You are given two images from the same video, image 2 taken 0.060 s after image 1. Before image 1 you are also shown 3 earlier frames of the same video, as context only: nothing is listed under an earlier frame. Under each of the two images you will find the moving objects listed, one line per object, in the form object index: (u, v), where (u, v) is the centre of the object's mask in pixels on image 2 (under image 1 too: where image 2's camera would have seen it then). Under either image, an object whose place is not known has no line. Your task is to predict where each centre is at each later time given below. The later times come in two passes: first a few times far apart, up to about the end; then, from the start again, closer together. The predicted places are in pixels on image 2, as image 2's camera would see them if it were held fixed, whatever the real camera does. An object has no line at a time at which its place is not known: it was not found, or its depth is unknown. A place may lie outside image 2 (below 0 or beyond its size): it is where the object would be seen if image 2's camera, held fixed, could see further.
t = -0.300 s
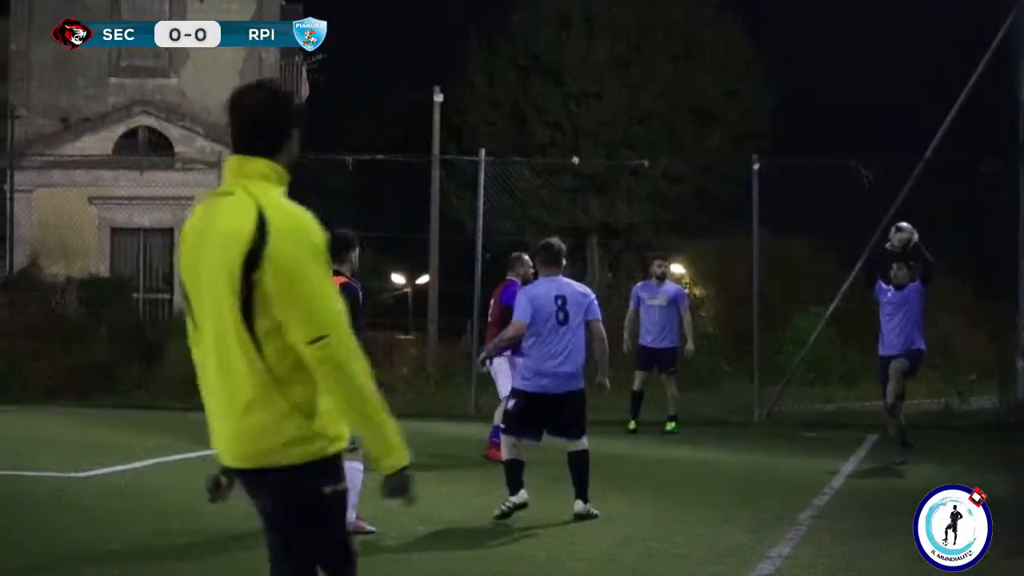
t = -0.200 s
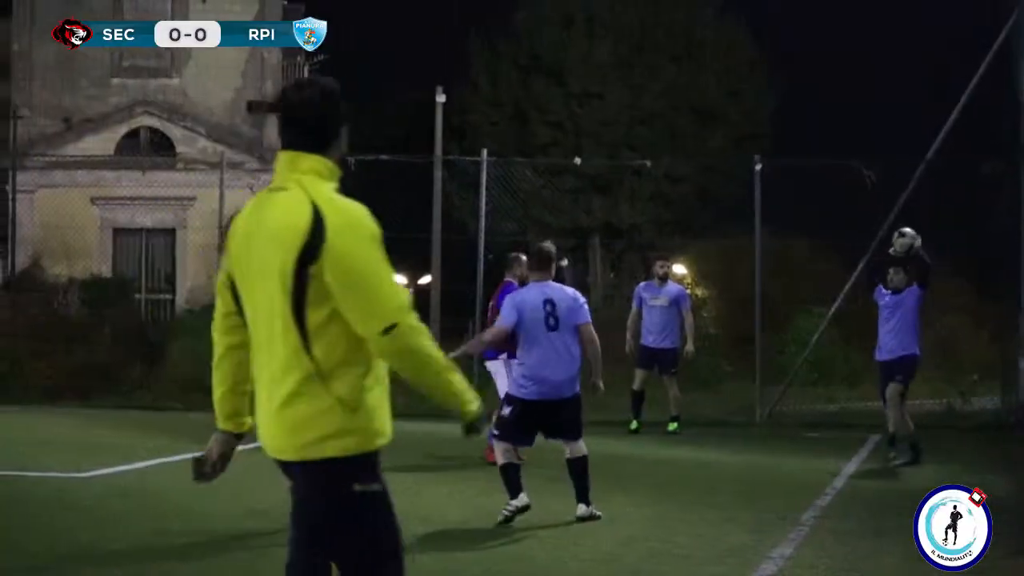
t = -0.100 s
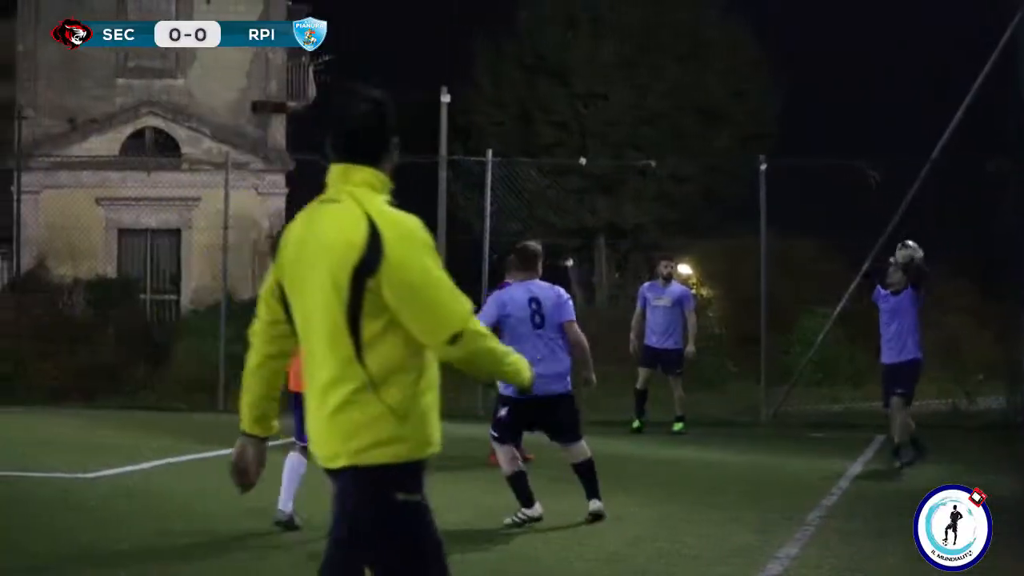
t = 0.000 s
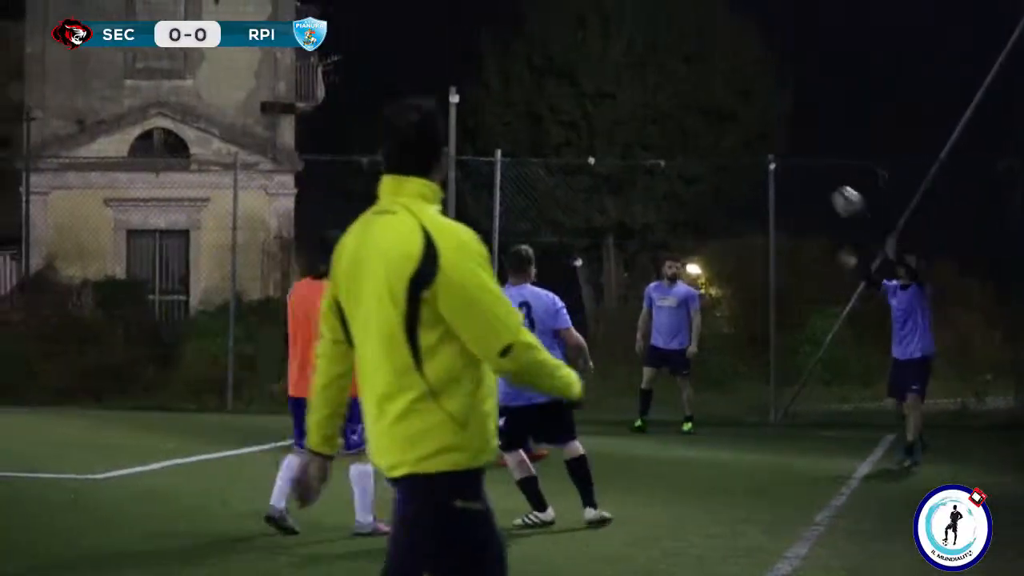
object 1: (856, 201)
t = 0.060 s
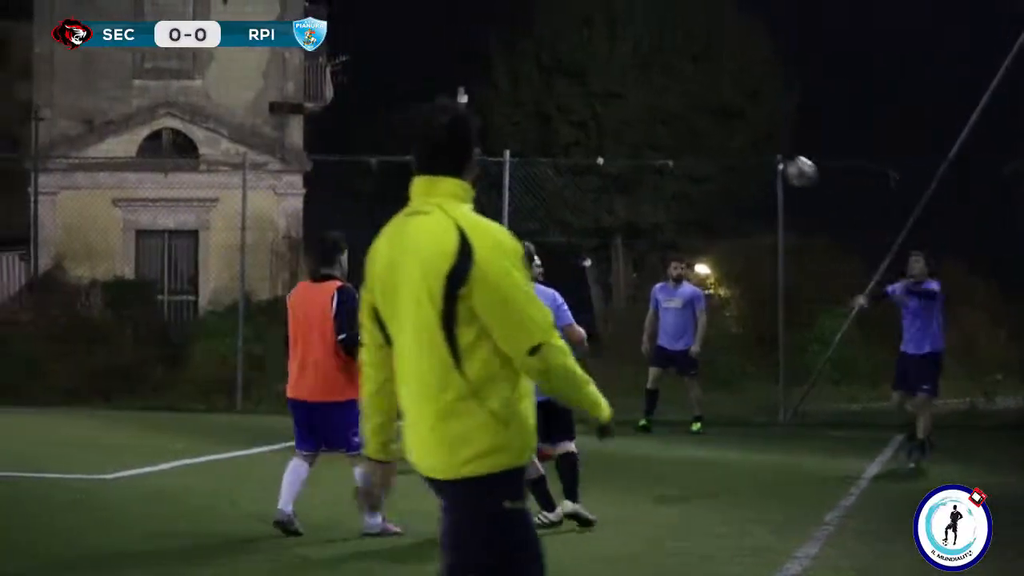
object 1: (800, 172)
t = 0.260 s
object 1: (593, 103)
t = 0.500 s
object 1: (297, 96)
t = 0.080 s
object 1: (782, 162)
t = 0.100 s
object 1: (761, 152)
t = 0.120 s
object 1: (741, 144)
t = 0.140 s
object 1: (721, 138)
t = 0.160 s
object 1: (701, 131)
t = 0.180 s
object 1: (680, 125)
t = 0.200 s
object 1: (659, 118)
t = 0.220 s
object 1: (638, 112)
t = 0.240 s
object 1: (616, 108)
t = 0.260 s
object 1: (593, 103)
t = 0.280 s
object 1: (571, 100)
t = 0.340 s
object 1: (500, 92)
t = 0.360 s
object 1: (475, 92)
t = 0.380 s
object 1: (452, 91)
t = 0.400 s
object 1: (427, 90)
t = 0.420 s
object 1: (401, 90)
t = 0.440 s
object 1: (376, 90)
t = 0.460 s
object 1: (350, 91)
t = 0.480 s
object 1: (323, 93)
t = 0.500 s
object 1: (297, 96)
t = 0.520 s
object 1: (271, 97)
